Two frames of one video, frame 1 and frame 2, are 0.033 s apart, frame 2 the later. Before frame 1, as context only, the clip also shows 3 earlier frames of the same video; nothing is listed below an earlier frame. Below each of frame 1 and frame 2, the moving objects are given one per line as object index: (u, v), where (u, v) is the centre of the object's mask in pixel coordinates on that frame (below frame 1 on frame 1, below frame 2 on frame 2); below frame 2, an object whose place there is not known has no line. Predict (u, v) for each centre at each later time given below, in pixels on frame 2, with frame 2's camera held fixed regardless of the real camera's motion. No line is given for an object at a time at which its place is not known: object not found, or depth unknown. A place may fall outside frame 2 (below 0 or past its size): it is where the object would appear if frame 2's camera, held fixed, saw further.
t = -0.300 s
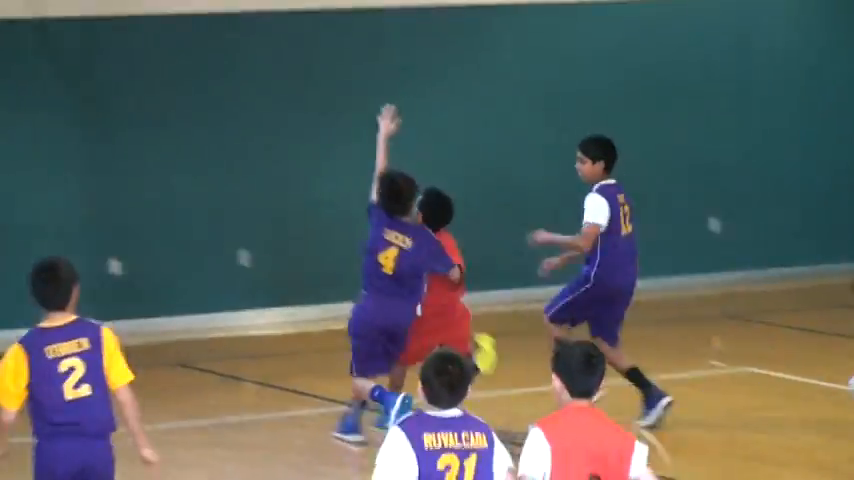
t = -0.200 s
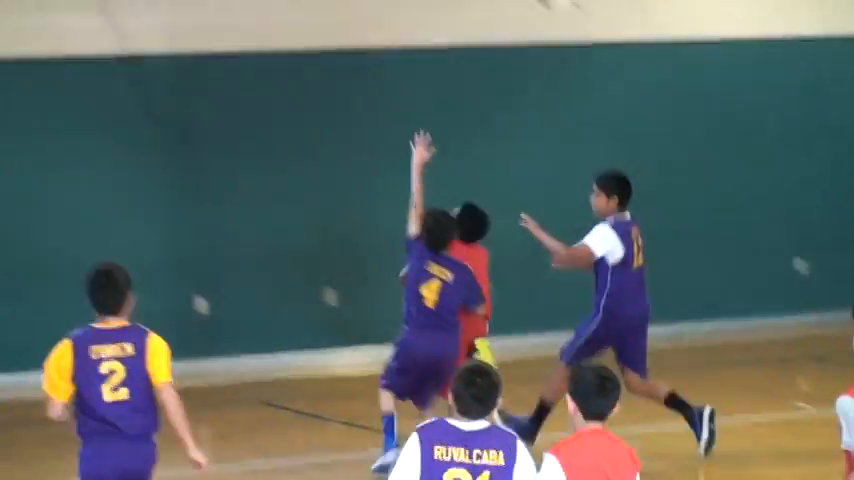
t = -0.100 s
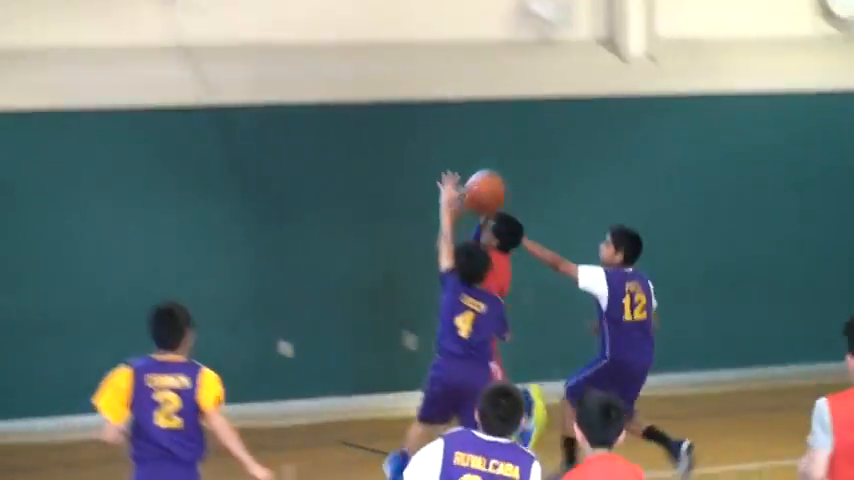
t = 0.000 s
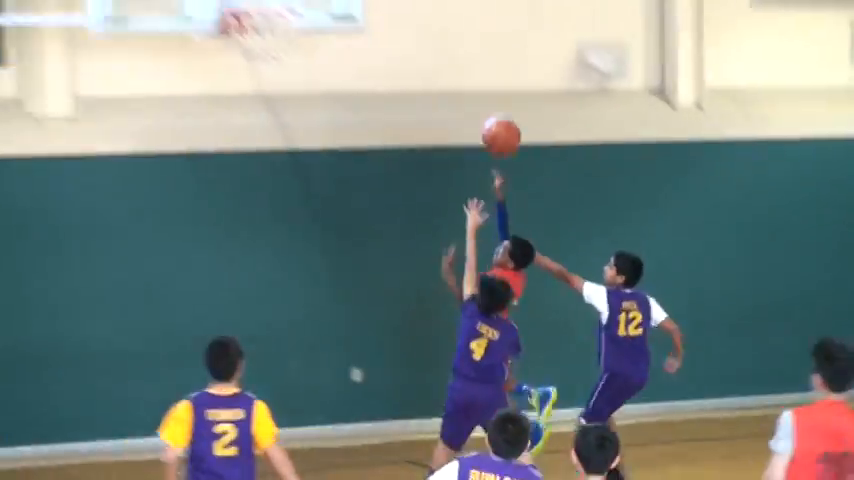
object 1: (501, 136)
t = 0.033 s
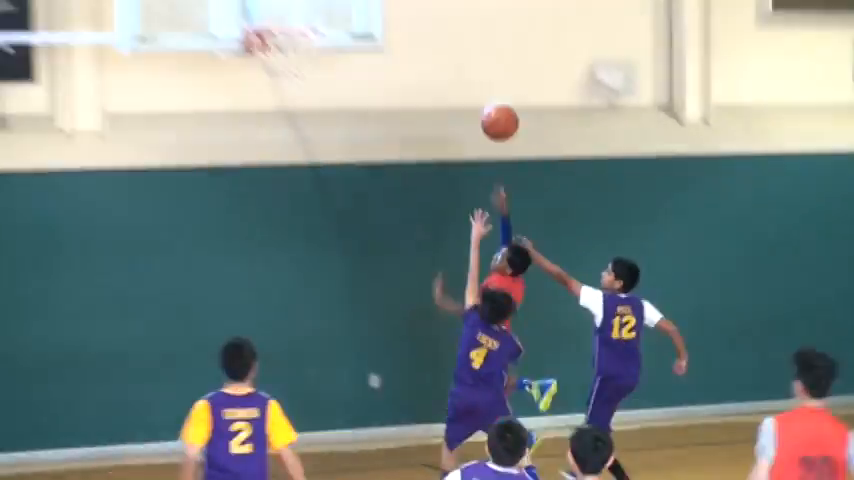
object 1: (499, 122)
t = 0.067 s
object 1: (485, 96)
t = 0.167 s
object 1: (440, 29)
